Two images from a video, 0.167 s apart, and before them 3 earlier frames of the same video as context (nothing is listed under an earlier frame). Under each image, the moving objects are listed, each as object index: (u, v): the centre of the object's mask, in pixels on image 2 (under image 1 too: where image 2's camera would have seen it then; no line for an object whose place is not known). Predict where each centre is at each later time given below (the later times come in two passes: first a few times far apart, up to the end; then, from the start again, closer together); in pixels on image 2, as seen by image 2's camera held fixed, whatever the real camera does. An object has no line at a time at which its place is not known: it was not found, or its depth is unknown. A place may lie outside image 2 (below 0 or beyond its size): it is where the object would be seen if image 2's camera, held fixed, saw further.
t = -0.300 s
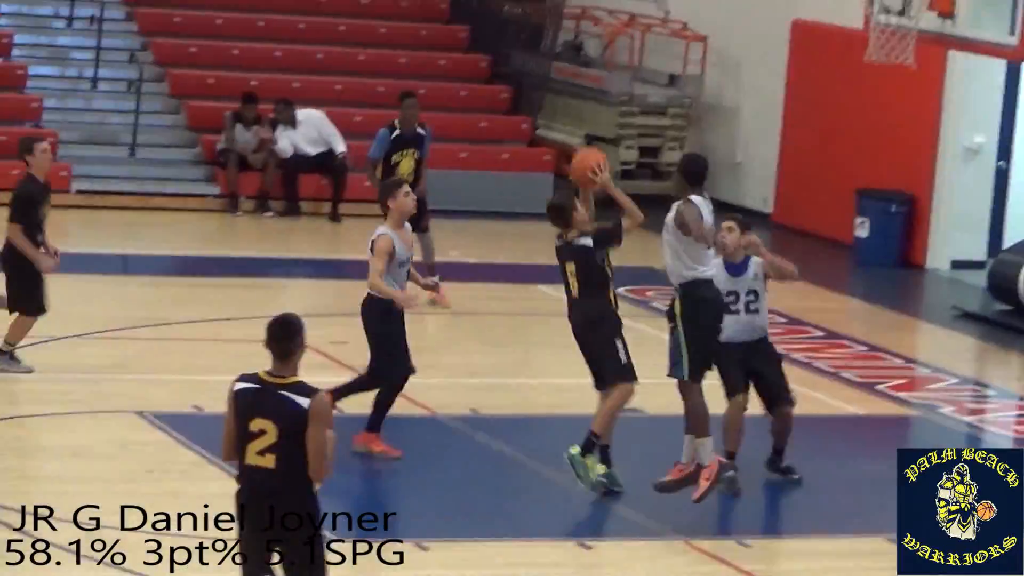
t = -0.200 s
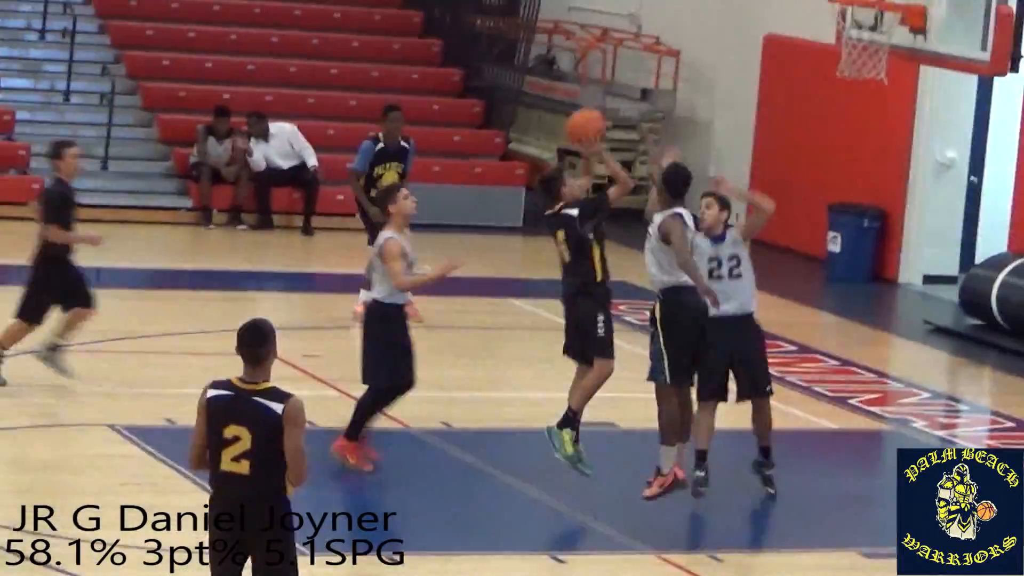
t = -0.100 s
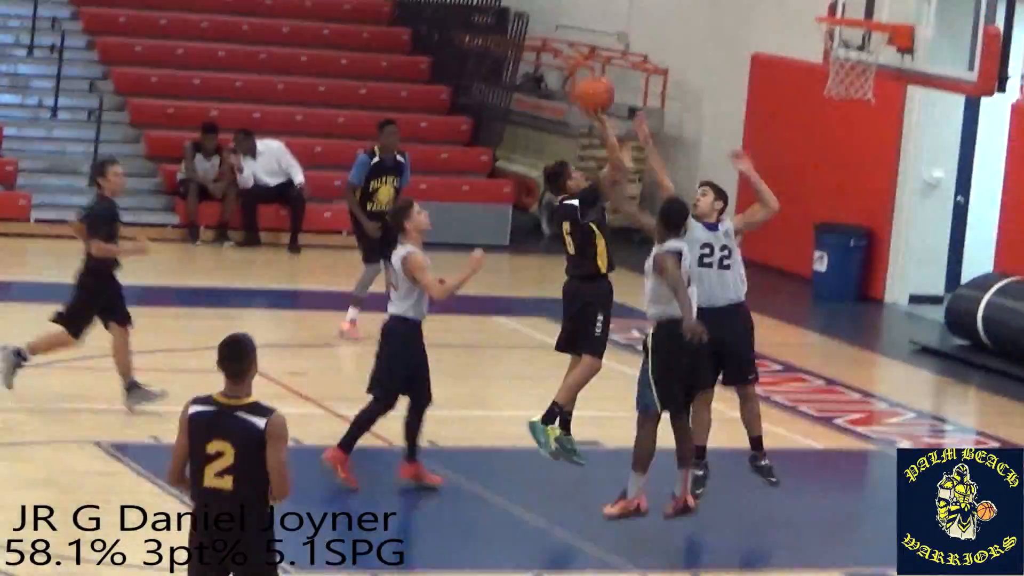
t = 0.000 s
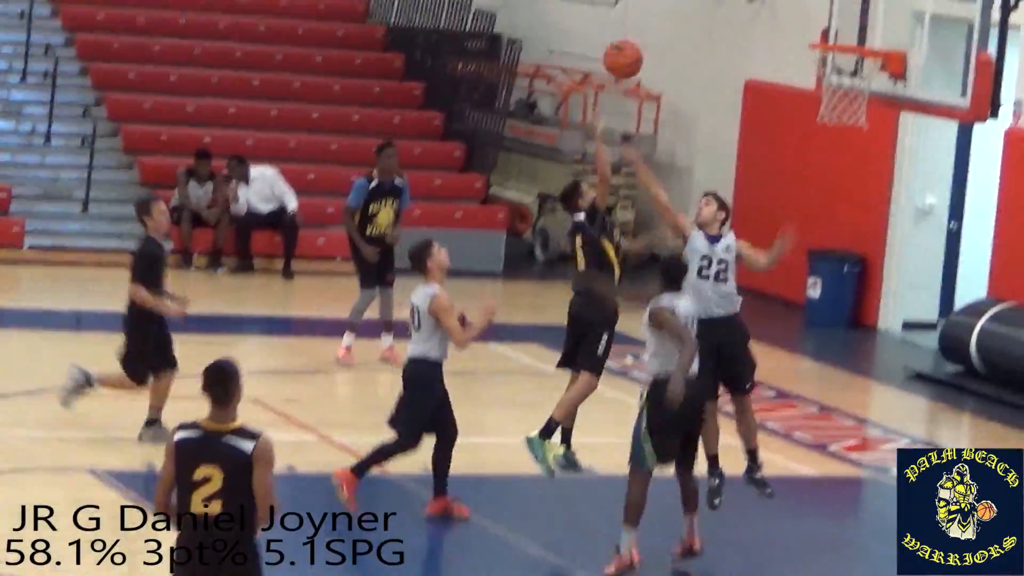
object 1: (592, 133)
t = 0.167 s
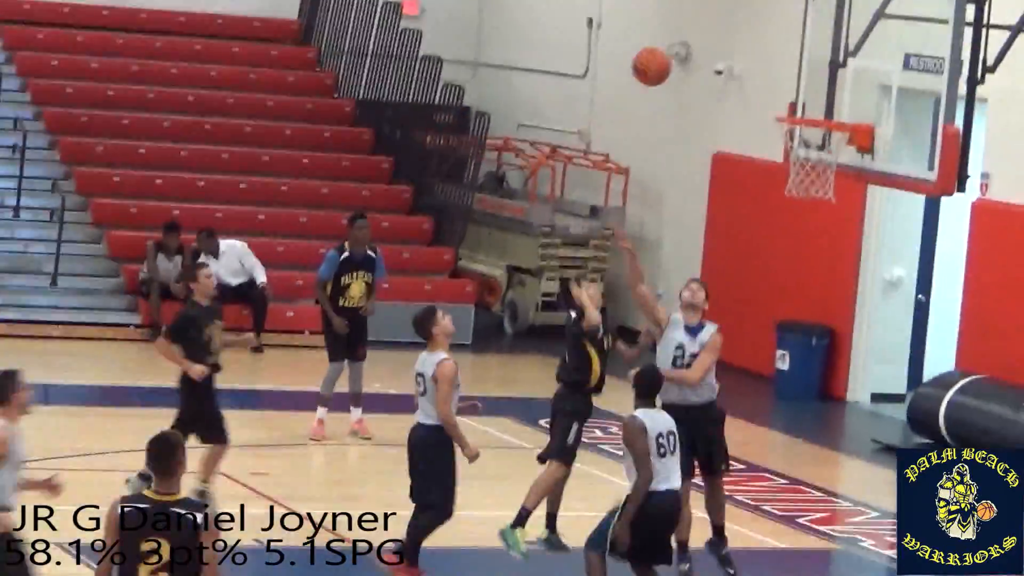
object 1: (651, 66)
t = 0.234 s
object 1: (674, 53)
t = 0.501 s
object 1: (755, 71)
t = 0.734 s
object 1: (809, 95)
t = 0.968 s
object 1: (836, 91)
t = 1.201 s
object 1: (840, 96)
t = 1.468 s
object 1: (818, 127)
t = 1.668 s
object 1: (799, 200)
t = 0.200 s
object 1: (663, 59)
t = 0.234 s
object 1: (674, 53)
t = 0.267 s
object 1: (685, 50)
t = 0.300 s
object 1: (695, 49)
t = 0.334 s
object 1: (706, 48)
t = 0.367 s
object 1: (716, 49)
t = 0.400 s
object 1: (725, 54)
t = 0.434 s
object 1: (734, 59)
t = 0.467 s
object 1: (744, 63)
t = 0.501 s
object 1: (755, 71)
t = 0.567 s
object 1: (773, 90)
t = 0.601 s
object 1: (781, 100)
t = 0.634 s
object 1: (788, 96)
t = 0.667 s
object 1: (795, 94)
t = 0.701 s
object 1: (802, 94)
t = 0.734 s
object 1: (809, 95)
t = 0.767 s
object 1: (815, 99)
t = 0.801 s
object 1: (822, 104)
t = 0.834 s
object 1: (827, 106)
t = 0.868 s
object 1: (830, 100)
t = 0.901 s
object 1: (832, 95)
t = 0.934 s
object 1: (835, 92)
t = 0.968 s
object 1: (836, 91)
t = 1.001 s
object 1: (838, 91)
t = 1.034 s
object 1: (840, 93)
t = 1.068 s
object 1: (842, 97)
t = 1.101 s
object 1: (843, 103)
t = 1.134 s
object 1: (844, 106)
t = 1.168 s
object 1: (842, 100)
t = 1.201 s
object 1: (840, 96)
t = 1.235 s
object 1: (838, 94)
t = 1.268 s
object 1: (836, 93)
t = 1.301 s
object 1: (833, 95)
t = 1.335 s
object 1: (831, 97)
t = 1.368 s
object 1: (828, 102)
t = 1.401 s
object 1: (825, 107)
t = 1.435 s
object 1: (820, 115)
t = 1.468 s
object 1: (818, 127)
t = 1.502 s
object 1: (815, 140)
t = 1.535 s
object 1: (810, 149)
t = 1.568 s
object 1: (808, 161)
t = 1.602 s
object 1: (805, 175)
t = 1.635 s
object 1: (799, 194)
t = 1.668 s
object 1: (799, 200)
